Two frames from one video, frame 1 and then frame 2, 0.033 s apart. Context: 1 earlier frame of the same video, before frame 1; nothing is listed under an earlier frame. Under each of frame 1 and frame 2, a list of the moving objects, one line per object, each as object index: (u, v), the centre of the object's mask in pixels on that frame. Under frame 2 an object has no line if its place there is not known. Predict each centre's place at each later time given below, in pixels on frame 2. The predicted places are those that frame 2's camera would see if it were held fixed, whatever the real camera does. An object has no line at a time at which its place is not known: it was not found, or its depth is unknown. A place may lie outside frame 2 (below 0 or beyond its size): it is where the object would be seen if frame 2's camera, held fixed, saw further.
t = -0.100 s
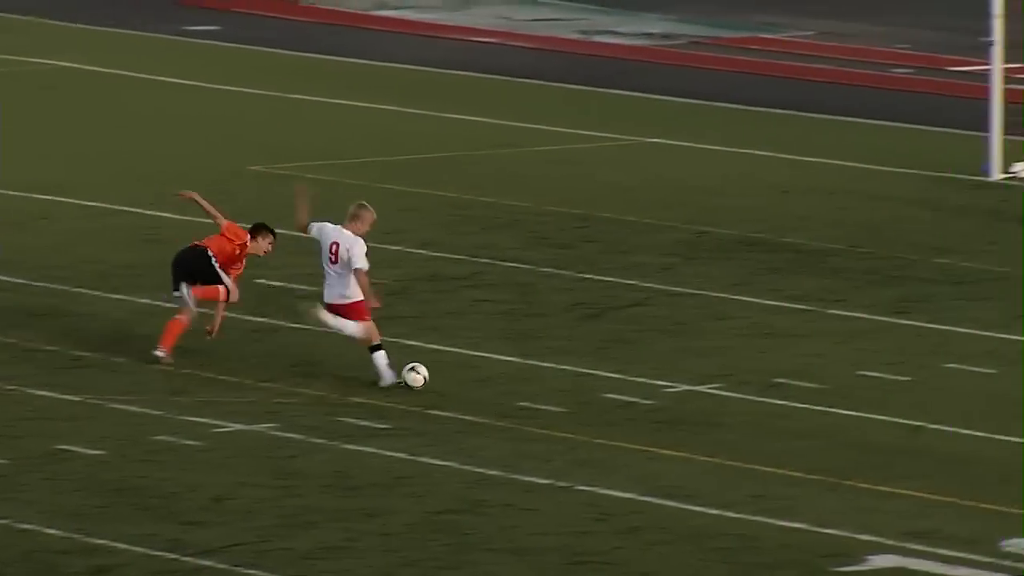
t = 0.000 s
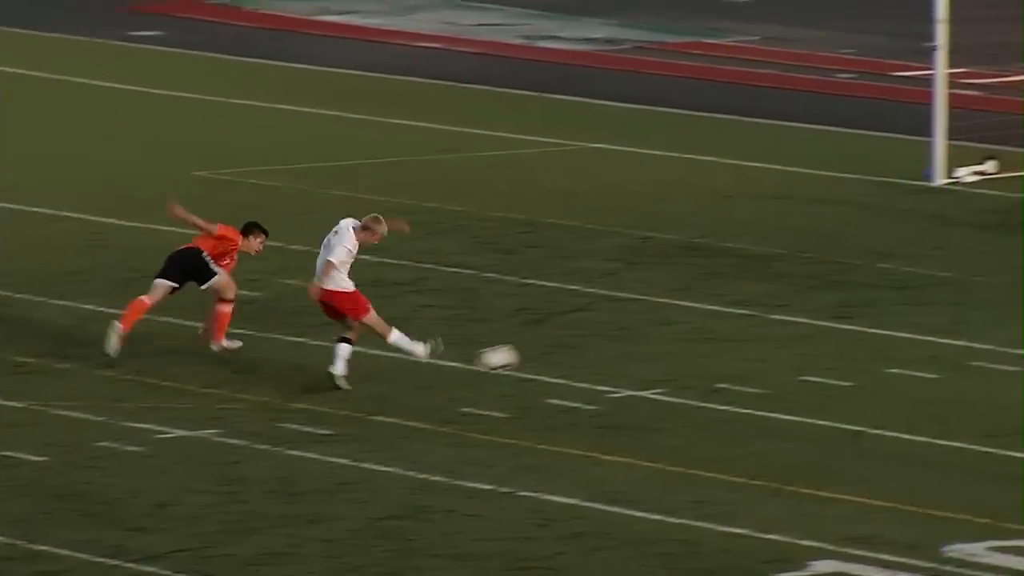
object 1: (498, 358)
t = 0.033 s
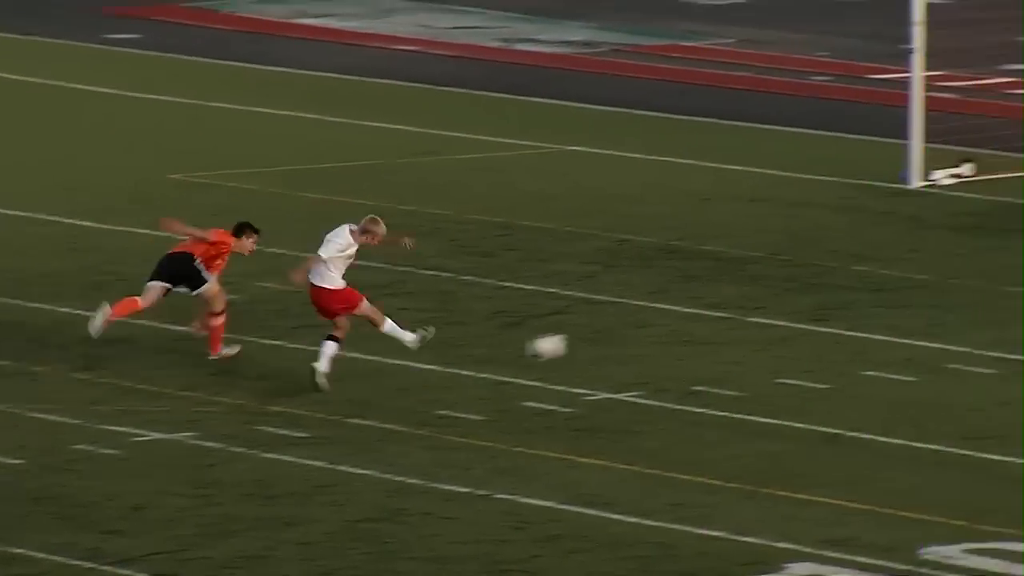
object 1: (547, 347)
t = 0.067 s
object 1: (619, 333)
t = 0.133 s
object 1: (759, 311)
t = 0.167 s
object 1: (827, 305)
